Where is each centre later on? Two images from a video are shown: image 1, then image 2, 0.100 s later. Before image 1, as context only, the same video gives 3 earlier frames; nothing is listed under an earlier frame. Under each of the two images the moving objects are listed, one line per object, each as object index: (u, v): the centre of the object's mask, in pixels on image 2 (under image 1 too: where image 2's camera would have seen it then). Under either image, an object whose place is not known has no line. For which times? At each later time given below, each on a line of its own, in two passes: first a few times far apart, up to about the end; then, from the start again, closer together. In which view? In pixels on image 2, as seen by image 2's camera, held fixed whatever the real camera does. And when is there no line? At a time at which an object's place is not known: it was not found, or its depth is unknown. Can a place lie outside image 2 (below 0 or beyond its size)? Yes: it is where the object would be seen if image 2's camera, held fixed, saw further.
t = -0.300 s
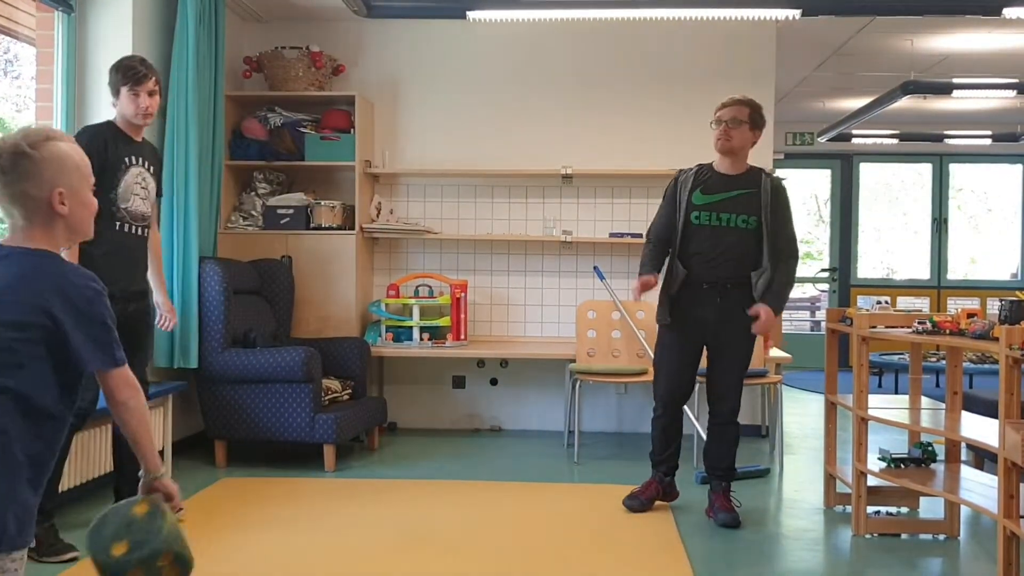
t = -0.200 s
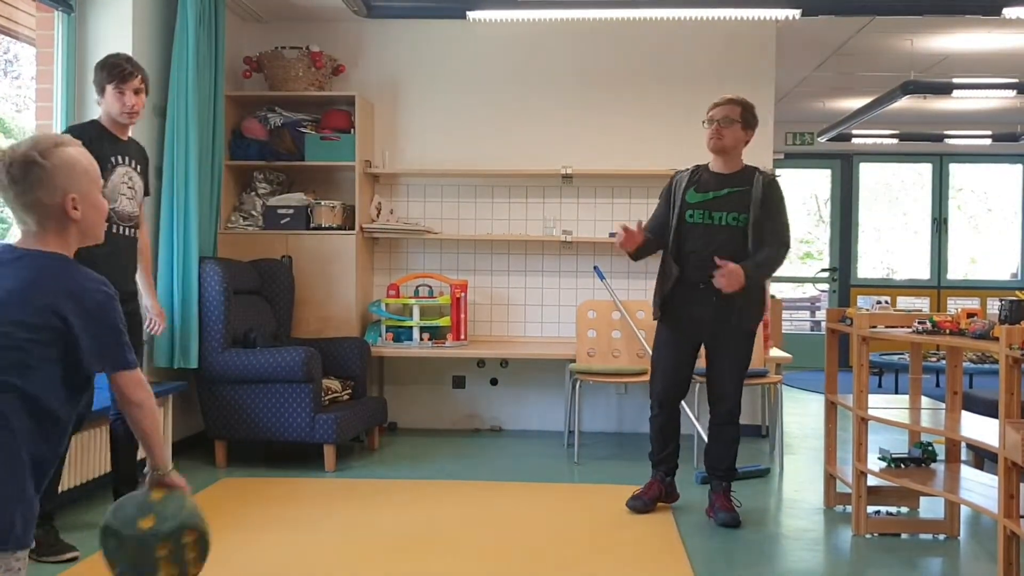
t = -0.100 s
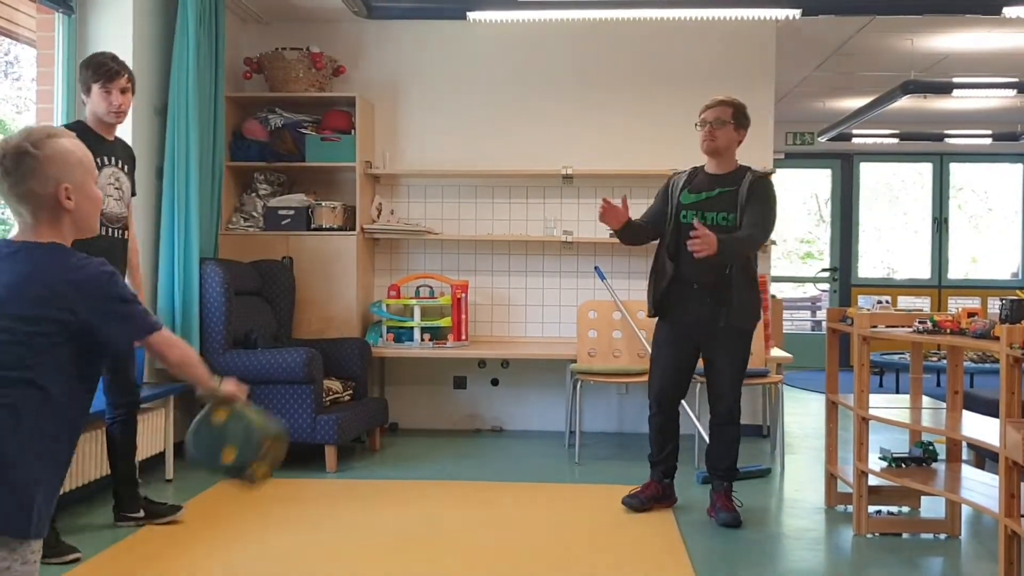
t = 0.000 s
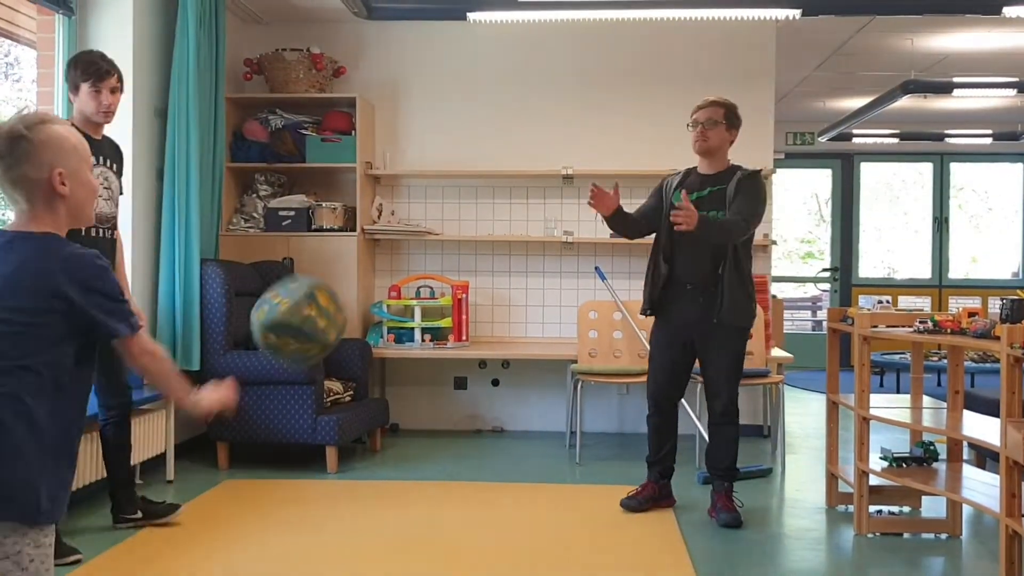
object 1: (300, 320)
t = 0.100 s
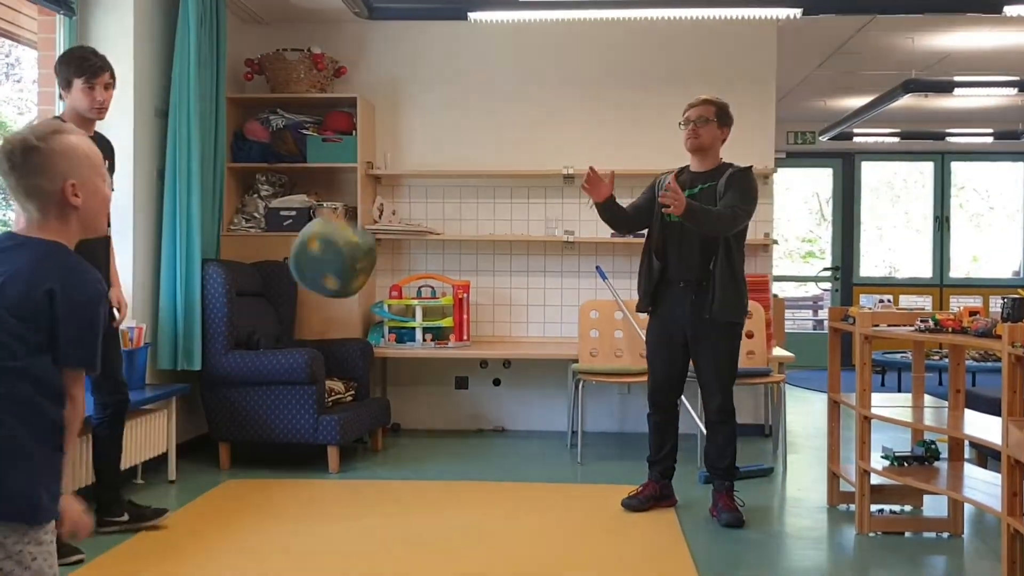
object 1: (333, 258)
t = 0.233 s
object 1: (374, 233)
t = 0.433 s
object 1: (427, 306)
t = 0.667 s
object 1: (477, 516)
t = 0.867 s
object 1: (519, 513)
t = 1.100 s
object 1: (559, 538)
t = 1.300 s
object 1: (574, 537)
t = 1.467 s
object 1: (594, 532)
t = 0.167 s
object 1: (354, 236)
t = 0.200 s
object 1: (365, 232)
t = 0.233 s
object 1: (374, 233)
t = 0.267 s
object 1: (383, 237)
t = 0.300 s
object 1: (392, 244)
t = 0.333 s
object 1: (401, 253)
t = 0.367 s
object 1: (410, 267)
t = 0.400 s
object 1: (419, 286)
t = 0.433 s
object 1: (427, 306)
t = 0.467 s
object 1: (434, 327)
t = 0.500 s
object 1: (442, 353)
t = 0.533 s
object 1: (449, 380)
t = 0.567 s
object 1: (456, 410)
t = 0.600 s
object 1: (461, 444)
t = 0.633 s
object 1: (470, 476)
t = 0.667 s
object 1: (477, 516)
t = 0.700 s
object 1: (483, 550)
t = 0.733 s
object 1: (489, 547)
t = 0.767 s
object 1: (497, 534)
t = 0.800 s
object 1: (505, 523)
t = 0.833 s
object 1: (512, 516)
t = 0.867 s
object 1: (519, 513)
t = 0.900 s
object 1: (526, 513)
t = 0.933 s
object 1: (532, 515)
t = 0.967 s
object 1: (539, 521)
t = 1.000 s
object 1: (546, 530)
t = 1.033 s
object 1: (551, 542)
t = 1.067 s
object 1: (557, 547)
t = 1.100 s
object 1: (559, 538)
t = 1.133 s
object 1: (561, 531)
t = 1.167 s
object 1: (564, 527)
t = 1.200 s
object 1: (566, 526)
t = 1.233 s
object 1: (568, 528)
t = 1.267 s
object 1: (571, 534)
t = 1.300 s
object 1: (574, 537)
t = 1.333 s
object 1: (577, 534)
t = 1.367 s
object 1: (581, 534)
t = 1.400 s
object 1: (585, 536)
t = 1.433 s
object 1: (590, 533)
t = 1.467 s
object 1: (594, 532)
